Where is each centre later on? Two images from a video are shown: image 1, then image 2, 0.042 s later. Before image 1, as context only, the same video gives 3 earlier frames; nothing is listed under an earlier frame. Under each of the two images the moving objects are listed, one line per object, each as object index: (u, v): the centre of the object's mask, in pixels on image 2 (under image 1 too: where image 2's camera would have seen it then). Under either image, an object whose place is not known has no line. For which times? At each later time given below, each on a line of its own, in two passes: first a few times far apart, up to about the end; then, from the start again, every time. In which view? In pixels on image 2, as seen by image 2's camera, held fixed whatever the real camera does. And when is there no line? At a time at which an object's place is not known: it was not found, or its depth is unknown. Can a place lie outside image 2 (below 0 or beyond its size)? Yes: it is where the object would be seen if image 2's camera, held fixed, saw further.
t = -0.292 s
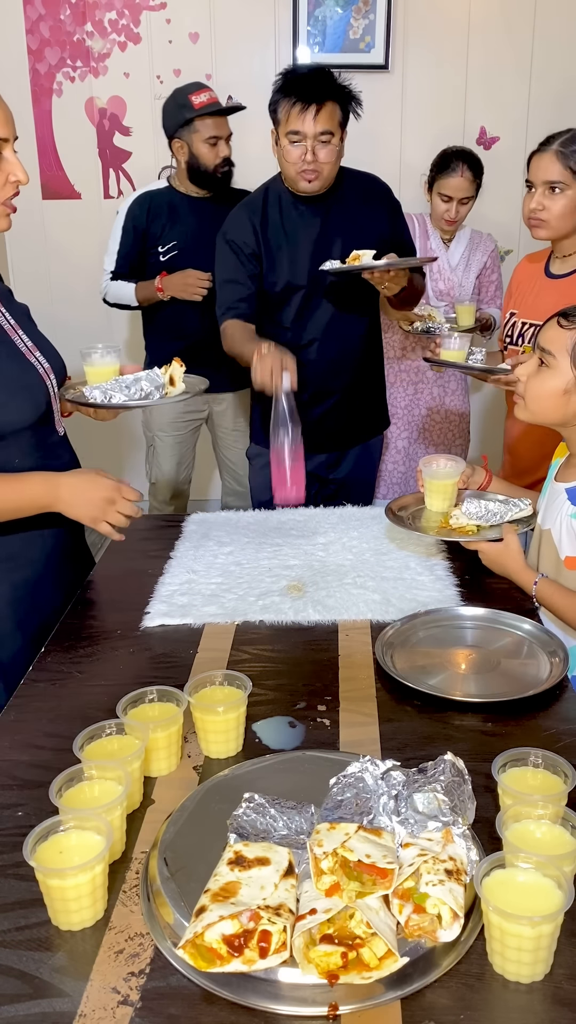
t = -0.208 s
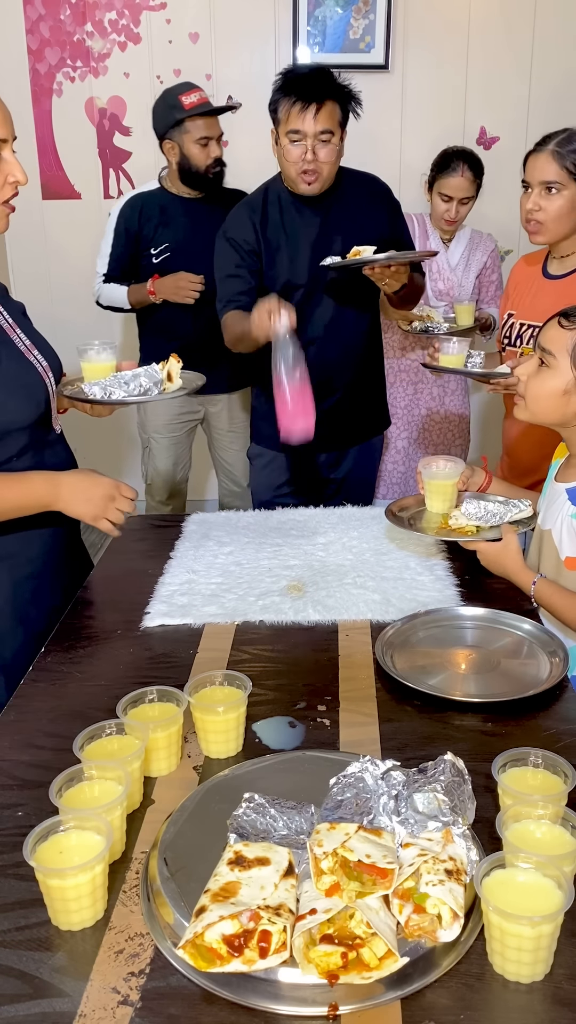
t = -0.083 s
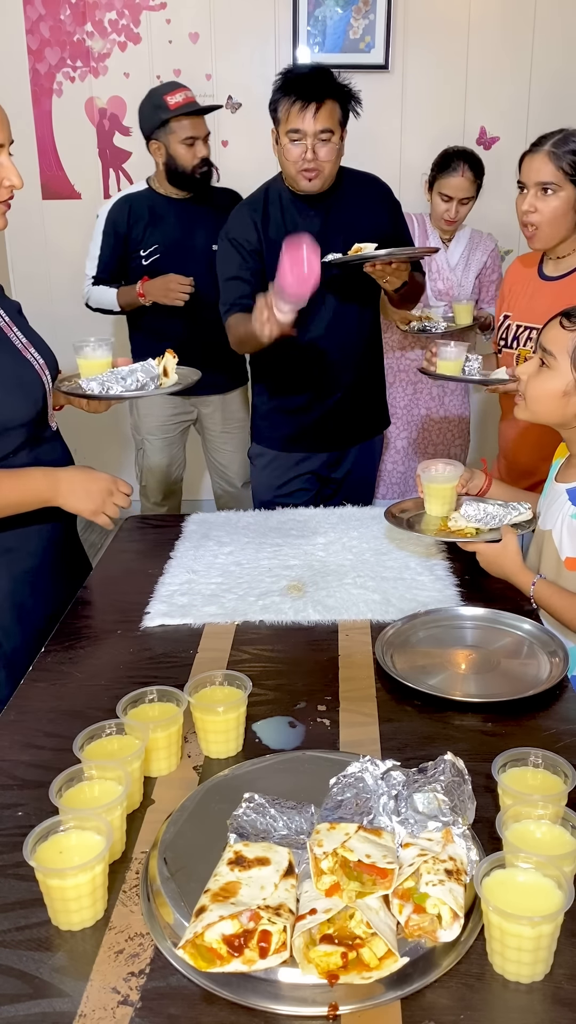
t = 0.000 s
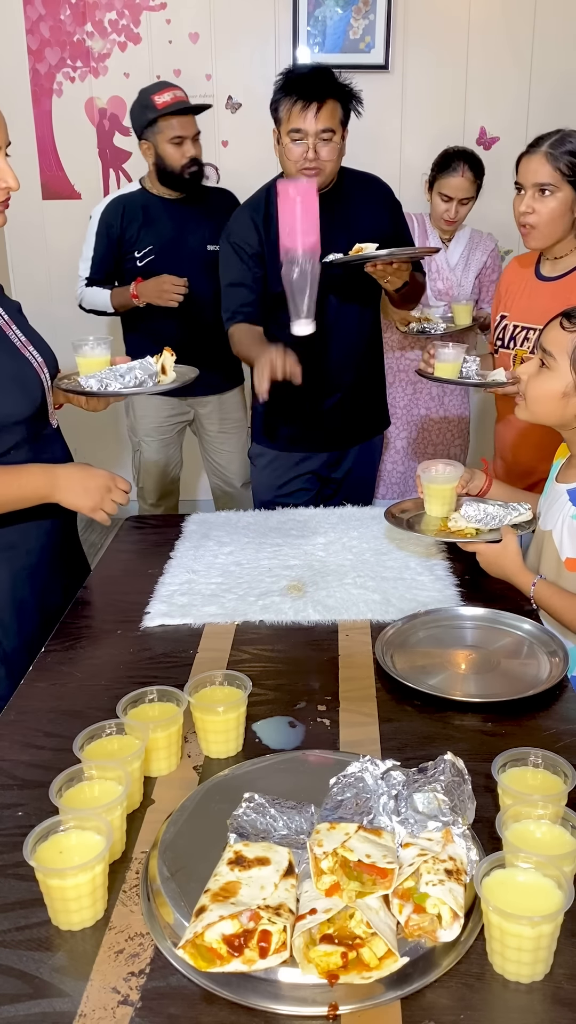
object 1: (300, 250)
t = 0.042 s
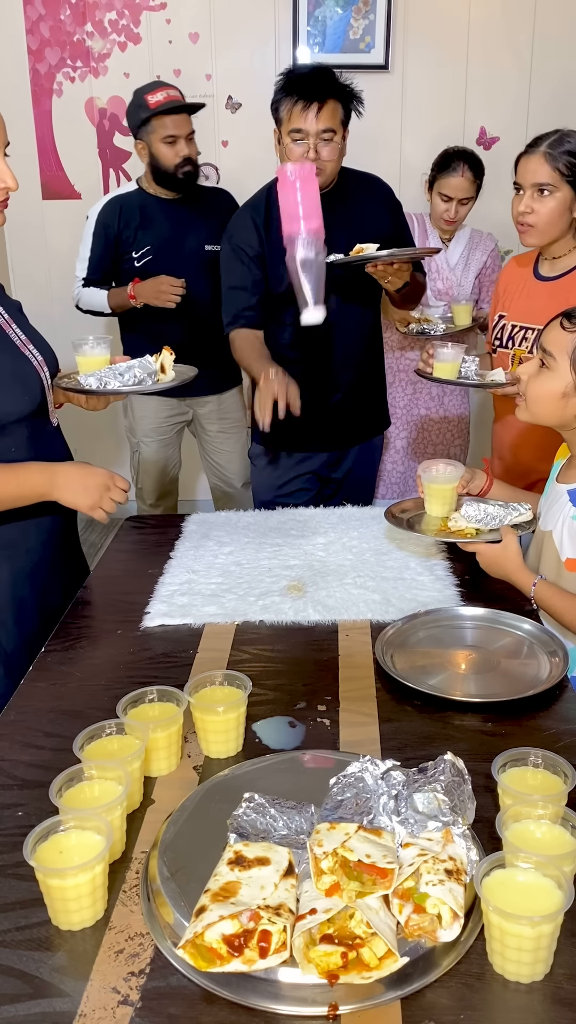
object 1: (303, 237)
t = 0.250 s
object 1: (308, 265)
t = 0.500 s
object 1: (317, 474)
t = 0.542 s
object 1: (317, 473)
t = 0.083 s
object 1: (307, 227)
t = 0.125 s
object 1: (309, 219)
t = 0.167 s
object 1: (307, 219)
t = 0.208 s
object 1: (308, 239)
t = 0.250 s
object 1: (308, 265)
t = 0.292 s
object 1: (309, 302)
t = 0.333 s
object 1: (310, 350)
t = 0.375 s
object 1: (311, 406)
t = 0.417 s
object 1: (313, 464)
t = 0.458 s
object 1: (315, 474)
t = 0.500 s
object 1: (317, 474)
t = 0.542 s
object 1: (317, 473)
